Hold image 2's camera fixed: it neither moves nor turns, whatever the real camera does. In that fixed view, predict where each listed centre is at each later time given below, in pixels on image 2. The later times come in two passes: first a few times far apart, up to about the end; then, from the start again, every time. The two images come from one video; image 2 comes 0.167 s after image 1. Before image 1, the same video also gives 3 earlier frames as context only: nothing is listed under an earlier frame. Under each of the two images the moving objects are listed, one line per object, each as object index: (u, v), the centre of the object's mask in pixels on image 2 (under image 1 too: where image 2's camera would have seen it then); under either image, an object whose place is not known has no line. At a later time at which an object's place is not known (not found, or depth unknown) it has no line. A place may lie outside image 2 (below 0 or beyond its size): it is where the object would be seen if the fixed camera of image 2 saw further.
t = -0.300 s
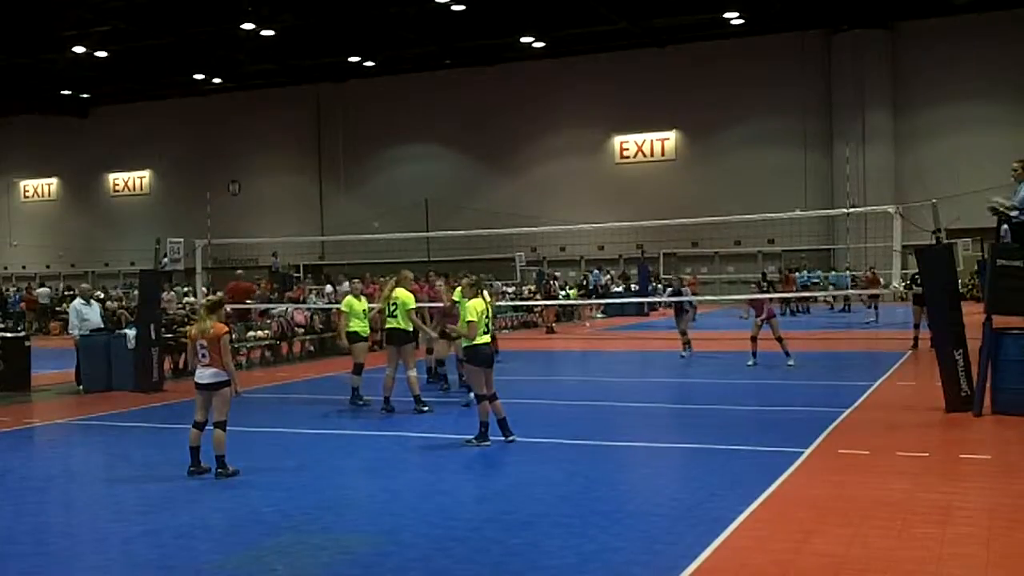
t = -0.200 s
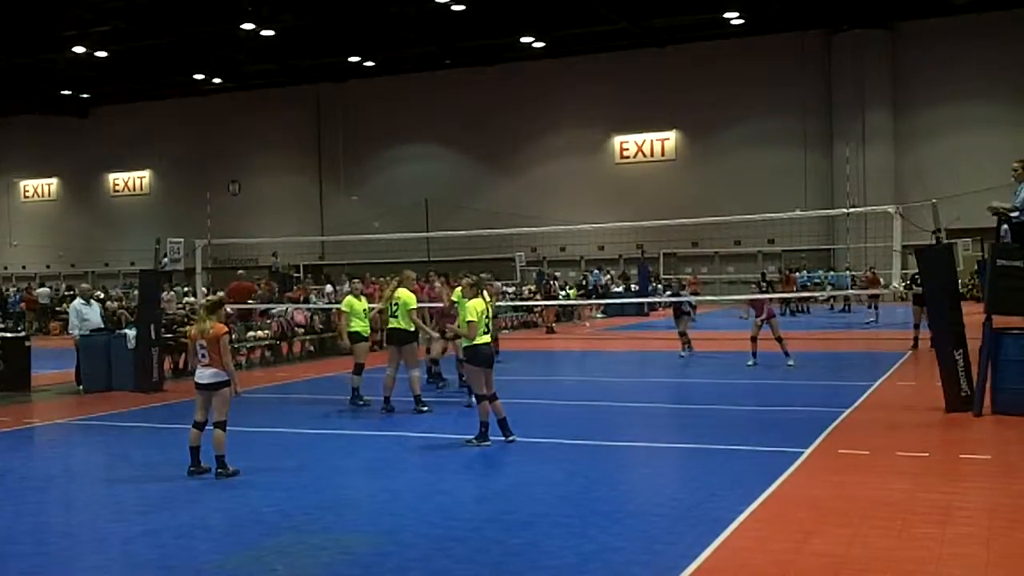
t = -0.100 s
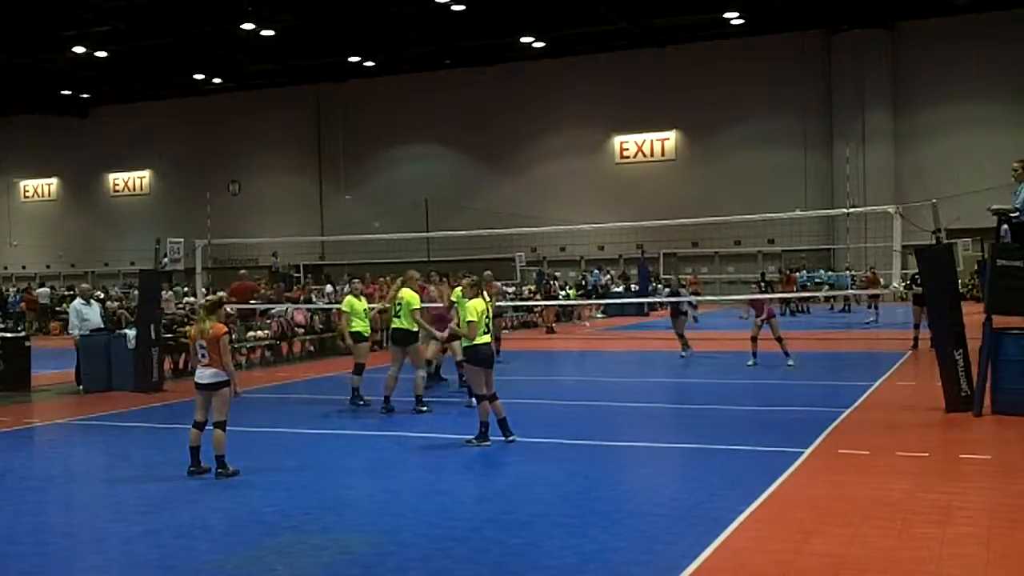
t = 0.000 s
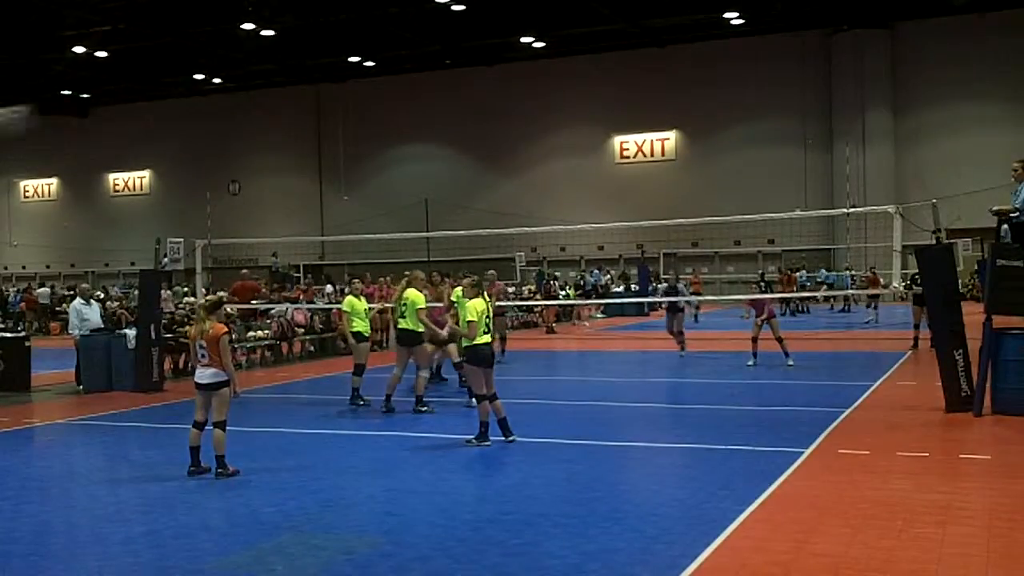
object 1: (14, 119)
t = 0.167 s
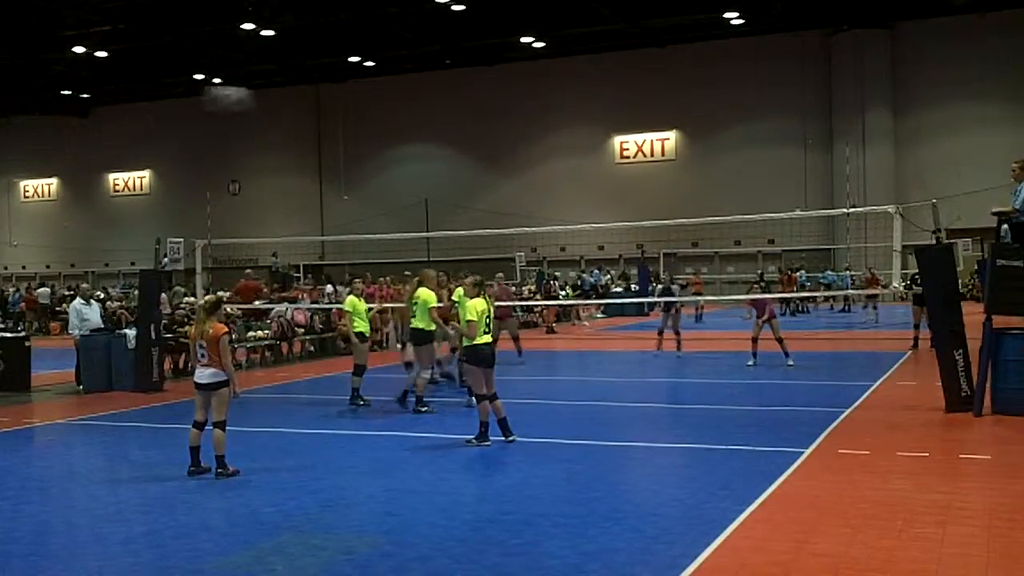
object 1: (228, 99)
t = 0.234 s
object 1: (295, 101)
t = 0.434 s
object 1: (436, 138)
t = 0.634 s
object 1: (530, 199)
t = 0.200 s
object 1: (263, 100)
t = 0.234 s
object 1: (295, 101)
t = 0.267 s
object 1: (321, 105)
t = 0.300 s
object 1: (349, 111)
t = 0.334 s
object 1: (374, 117)
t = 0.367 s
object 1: (397, 122)
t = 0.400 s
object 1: (418, 129)
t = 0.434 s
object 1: (436, 138)
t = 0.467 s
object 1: (455, 147)
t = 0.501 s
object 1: (472, 158)
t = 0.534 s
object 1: (487, 167)
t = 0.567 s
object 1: (502, 177)
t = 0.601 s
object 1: (517, 189)
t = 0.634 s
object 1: (530, 199)
